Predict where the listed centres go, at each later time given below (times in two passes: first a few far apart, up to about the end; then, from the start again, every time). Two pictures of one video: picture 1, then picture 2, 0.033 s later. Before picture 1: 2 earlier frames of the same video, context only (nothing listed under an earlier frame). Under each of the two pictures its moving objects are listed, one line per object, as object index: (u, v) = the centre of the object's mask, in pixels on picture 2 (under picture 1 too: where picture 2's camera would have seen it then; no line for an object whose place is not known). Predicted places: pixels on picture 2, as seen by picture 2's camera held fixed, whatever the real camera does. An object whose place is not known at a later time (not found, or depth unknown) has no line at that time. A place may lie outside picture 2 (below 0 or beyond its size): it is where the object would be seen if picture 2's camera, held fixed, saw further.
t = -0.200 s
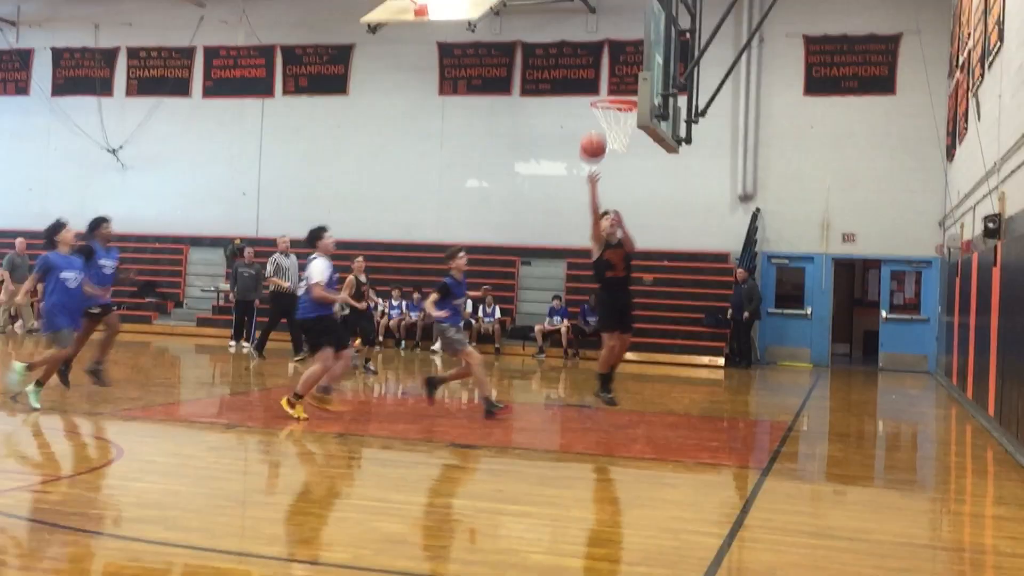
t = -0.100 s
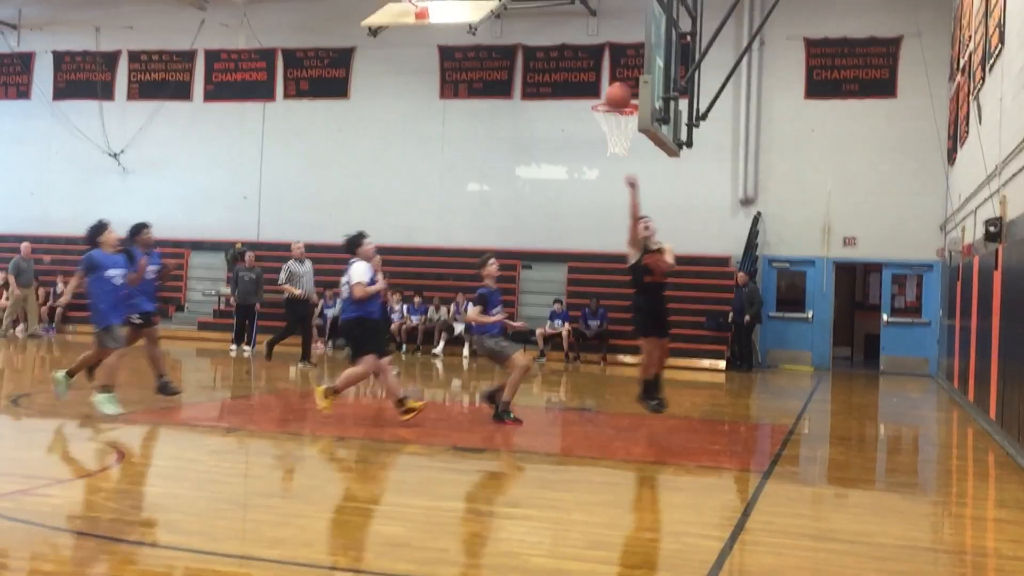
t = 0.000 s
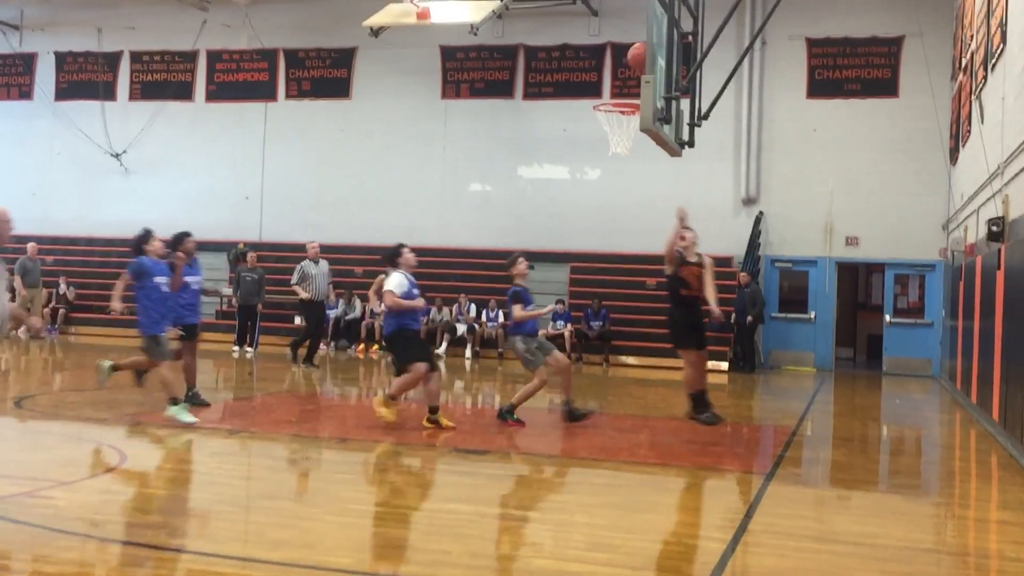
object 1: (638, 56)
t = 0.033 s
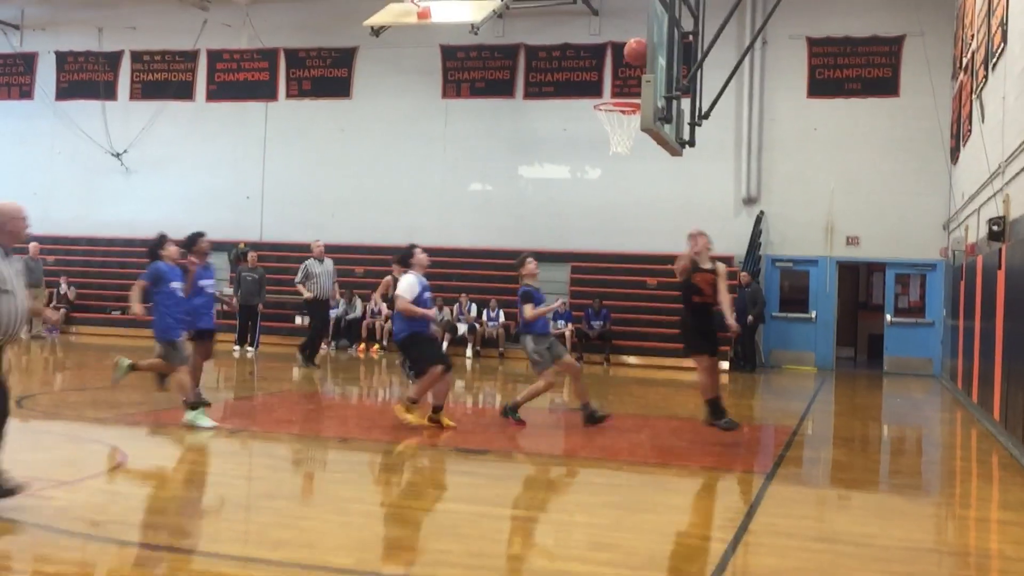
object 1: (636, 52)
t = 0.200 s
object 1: (612, 52)
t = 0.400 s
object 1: (580, 88)
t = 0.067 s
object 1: (632, 48)
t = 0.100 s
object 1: (627, 48)
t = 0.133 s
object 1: (622, 47)
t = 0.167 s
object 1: (617, 49)
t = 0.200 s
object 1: (612, 52)
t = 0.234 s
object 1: (606, 54)
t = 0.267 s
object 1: (601, 59)
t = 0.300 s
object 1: (595, 65)
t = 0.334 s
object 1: (591, 73)
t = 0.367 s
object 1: (585, 80)
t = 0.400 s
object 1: (580, 88)
